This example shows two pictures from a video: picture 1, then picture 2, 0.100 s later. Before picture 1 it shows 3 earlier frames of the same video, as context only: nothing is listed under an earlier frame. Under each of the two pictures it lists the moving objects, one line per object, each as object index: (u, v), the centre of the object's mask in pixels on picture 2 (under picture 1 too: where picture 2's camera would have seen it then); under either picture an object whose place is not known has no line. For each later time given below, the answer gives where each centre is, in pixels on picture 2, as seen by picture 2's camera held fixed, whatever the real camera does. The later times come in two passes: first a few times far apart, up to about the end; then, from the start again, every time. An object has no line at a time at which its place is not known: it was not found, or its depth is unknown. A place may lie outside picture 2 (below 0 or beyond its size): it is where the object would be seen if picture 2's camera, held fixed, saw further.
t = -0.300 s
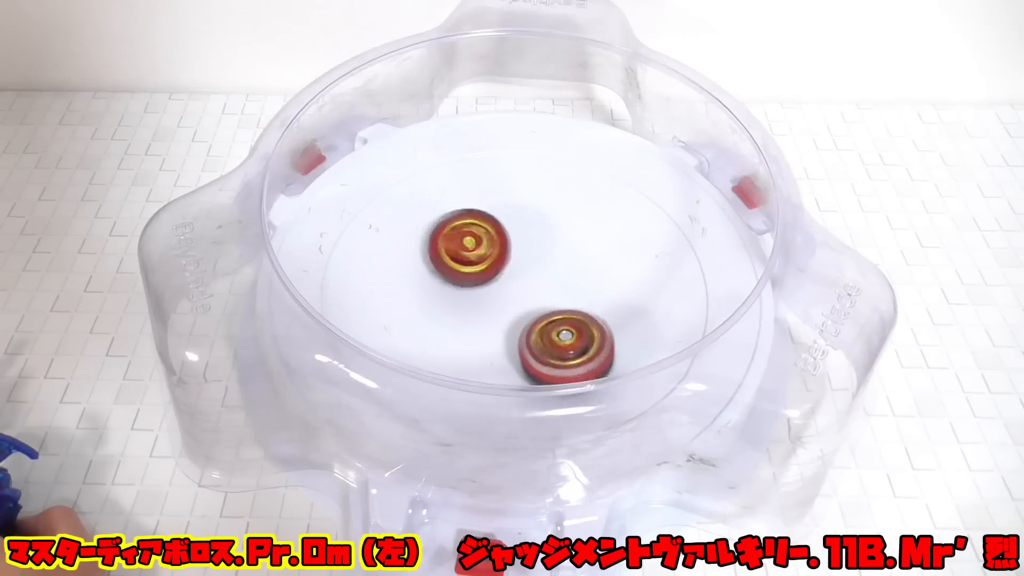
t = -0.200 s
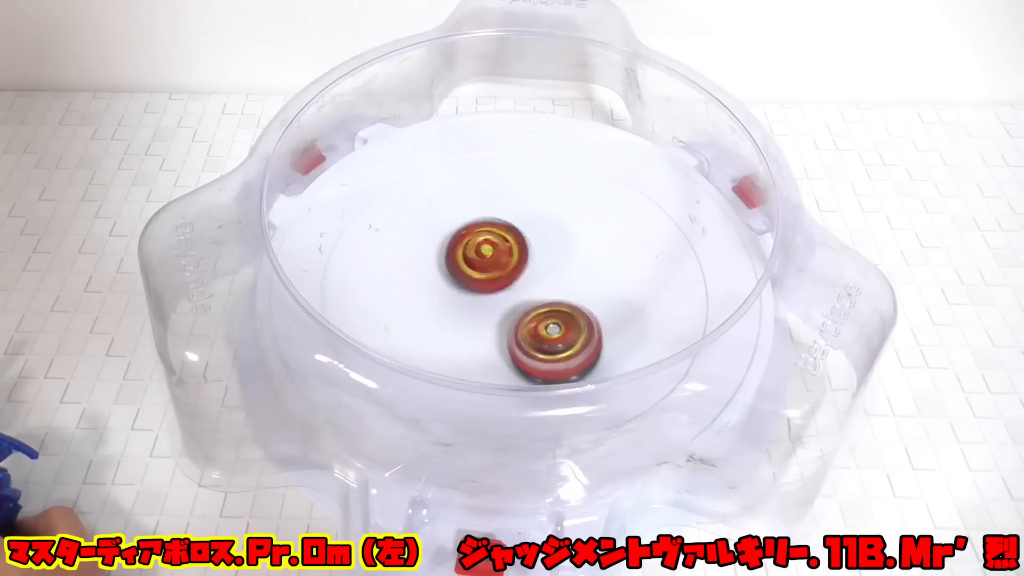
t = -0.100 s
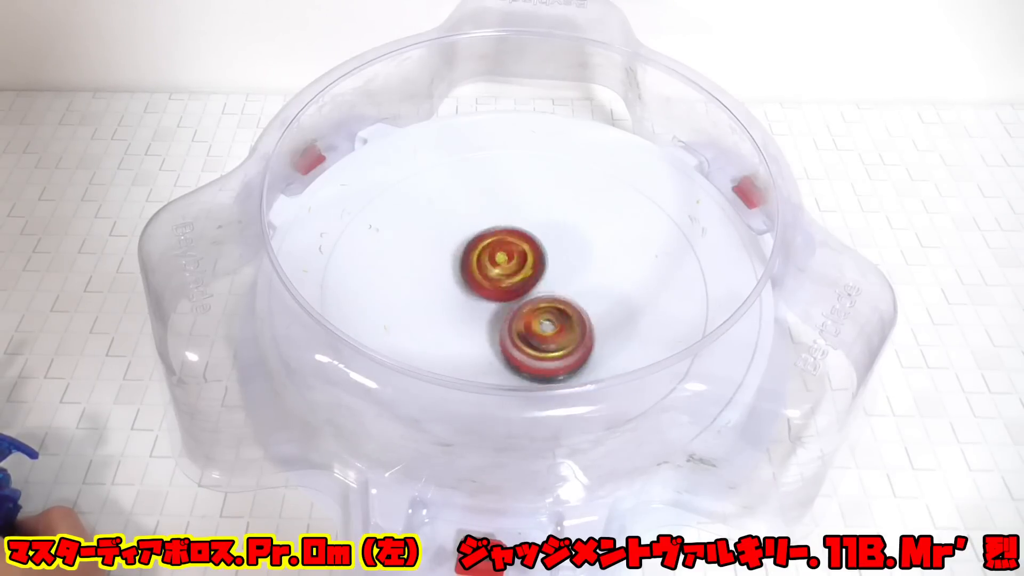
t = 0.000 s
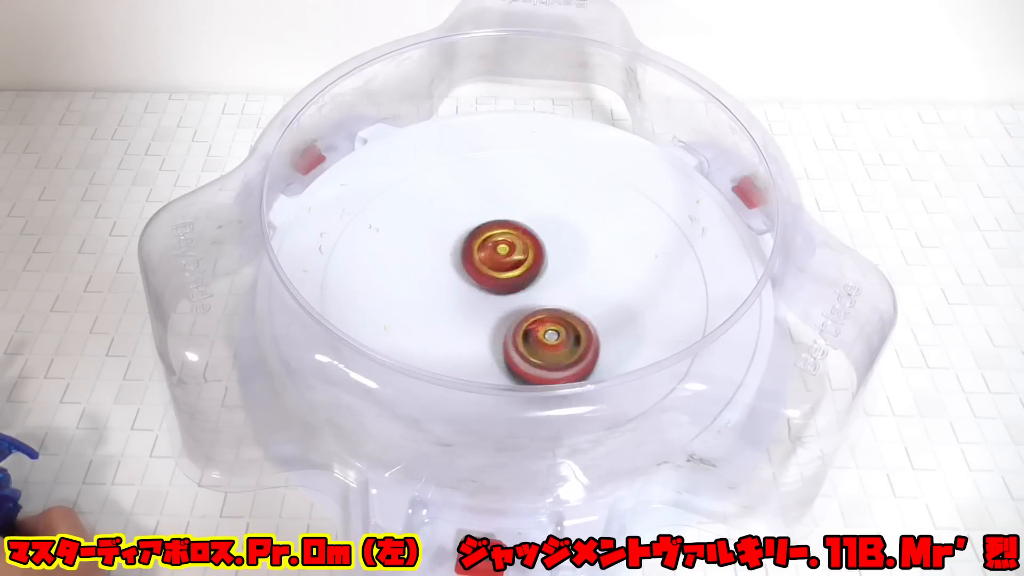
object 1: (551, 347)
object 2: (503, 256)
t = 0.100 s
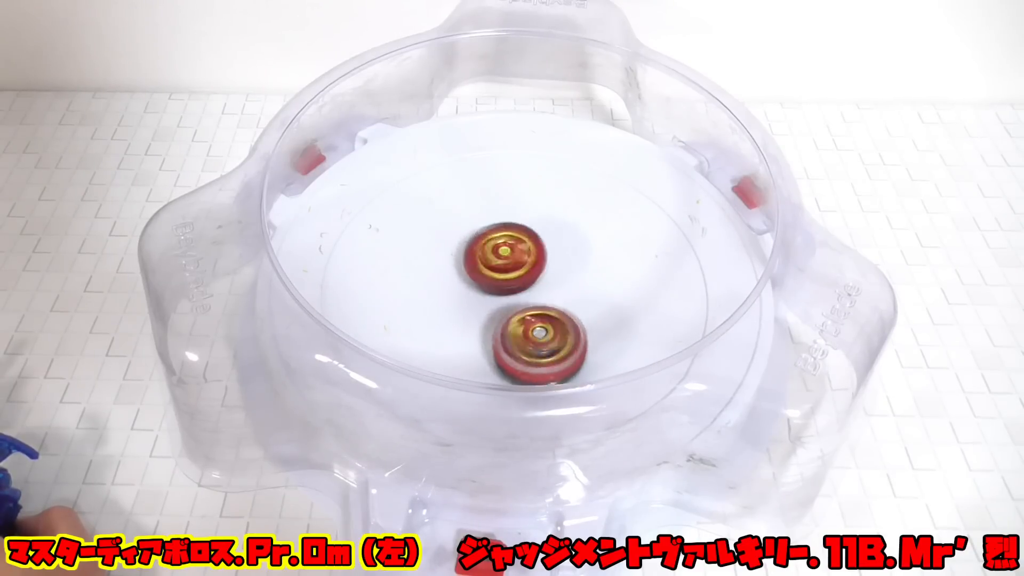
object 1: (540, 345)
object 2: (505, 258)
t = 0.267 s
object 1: (524, 335)
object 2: (502, 262)
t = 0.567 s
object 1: (521, 354)
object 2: (487, 211)
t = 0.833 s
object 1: (523, 340)
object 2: (512, 216)
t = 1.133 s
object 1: (513, 327)
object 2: (516, 249)
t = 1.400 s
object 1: (483, 339)
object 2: (529, 225)
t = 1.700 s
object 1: (479, 329)
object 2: (522, 251)
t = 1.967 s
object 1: (477, 321)
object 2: (503, 235)
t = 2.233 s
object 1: (473, 305)
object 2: (492, 211)
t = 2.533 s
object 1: (465, 314)
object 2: (510, 217)
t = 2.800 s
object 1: (468, 322)
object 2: (505, 240)
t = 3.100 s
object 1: (478, 312)
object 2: (516, 248)
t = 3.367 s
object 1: (477, 312)
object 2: (509, 233)
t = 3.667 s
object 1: (469, 305)
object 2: (530, 248)
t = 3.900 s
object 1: (467, 299)
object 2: (535, 248)
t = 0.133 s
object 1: (537, 344)
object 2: (505, 260)
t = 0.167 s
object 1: (533, 342)
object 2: (504, 261)
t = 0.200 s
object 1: (530, 340)
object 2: (503, 262)
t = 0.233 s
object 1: (526, 337)
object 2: (503, 262)
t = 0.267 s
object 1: (524, 335)
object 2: (502, 262)
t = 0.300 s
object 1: (523, 334)
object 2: (501, 262)
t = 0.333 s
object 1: (524, 343)
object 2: (497, 251)
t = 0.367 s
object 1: (526, 350)
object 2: (494, 239)
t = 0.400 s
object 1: (526, 354)
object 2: (490, 231)
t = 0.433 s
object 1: (524, 355)
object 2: (490, 227)
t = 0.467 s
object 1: (522, 355)
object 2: (488, 223)
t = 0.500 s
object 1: (521, 355)
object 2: (487, 220)
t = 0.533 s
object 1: (521, 355)
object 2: (486, 215)
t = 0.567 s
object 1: (521, 354)
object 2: (487, 211)
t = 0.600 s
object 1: (522, 354)
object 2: (489, 208)
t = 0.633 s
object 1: (522, 353)
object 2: (492, 206)
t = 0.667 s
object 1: (521, 352)
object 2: (495, 205)
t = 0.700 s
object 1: (522, 350)
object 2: (498, 206)
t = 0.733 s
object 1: (522, 349)
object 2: (501, 207)
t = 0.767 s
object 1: (522, 346)
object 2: (505, 208)
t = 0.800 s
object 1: (523, 343)
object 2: (508, 212)
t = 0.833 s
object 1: (523, 340)
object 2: (512, 216)
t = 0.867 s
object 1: (523, 337)
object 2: (516, 222)
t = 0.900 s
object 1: (522, 333)
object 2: (518, 228)
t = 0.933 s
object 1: (521, 330)
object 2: (520, 234)
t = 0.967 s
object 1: (520, 326)
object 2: (520, 240)
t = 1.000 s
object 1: (519, 323)
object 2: (521, 246)
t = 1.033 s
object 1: (518, 323)
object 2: (520, 249)
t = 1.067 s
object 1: (518, 326)
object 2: (520, 247)
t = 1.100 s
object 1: (516, 326)
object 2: (519, 248)
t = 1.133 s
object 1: (513, 327)
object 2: (516, 249)
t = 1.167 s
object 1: (506, 335)
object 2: (520, 243)
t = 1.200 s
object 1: (501, 340)
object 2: (524, 238)
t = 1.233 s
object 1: (497, 340)
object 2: (524, 236)
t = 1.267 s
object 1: (493, 340)
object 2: (523, 232)
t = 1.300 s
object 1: (490, 340)
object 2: (523, 229)
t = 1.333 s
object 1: (488, 340)
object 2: (525, 225)
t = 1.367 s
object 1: (485, 339)
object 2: (528, 225)
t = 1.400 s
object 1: (483, 339)
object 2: (529, 225)
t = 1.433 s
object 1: (482, 339)
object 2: (529, 225)
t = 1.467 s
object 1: (481, 338)
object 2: (532, 225)
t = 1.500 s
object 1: (480, 338)
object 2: (532, 228)
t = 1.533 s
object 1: (479, 337)
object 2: (532, 231)
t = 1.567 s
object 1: (479, 336)
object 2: (532, 235)
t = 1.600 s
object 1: (479, 334)
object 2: (531, 239)
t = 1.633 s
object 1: (479, 333)
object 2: (529, 243)
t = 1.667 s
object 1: (478, 331)
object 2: (526, 248)
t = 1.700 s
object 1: (479, 329)
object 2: (522, 251)
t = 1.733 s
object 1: (479, 326)
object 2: (519, 254)
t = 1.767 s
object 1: (479, 324)
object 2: (515, 256)
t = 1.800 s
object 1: (480, 321)
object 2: (510, 258)
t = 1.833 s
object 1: (480, 319)
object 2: (506, 258)
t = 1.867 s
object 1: (480, 320)
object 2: (505, 255)
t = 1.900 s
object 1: (480, 318)
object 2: (504, 251)
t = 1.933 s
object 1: (477, 321)
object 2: (504, 243)
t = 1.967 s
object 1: (477, 321)
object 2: (503, 235)
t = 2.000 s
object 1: (477, 319)
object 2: (500, 226)
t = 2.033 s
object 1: (476, 317)
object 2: (496, 219)
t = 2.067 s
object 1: (476, 315)
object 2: (494, 213)
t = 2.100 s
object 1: (475, 313)
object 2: (492, 210)
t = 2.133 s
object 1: (475, 311)
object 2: (493, 208)
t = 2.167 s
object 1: (474, 309)
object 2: (494, 207)
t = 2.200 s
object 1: (474, 307)
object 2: (494, 207)
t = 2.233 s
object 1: (473, 305)
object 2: (492, 211)
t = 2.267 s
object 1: (473, 303)
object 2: (491, 214)
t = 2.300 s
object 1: (472, 301)
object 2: (489, 216)
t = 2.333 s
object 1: (471, 298)
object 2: (490, 218)
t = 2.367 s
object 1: (470, 296)
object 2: (493, 219)
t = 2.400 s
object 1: (470, 294)
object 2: (495, 222)
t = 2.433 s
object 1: (469, 292)
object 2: (499, 226)
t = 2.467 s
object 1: (466, 303)
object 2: (502, 222)
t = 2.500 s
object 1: (465, 310)
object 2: (506, 219)
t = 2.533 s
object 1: (465, 314)
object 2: (510, 217)
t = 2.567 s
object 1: (467, 316)
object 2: (512, 219)
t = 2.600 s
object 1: (468, 317)
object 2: (514, 222)
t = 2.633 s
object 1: (469, 315)
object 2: (513, 227)
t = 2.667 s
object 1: (467, 313)
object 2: (508, 234)
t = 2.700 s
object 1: (467, 312)
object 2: (503, 240)
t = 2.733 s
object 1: (468, 310)
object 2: (502, 244)
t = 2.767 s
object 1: (468, 315)
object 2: (503, 244)
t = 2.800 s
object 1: (468, 322)
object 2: (505, 240)
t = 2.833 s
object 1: (471, 324)
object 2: (508, 238)
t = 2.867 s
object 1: (472, 322)
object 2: (510, 237)
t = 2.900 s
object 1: (474, 321)
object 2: (514, 236)
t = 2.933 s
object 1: (475, 319)
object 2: (517, 237)
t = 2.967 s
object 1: (476, 318)
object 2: (520, 240)
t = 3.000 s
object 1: (476, 317)
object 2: (521, 243)
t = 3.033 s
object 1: (477, 315)
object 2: (520, 247)
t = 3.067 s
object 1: (479, 313)
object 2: (518, 248)
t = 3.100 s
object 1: (478, 312)
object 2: (516, 248)
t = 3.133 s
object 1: (478, 311)
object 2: (514, 246)
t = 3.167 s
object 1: (480, 310)
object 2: (512, 244)
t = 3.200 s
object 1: (480, 310)
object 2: (511, 243)
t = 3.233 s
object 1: (477, 316)
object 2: (511, 237)
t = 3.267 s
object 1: (477, 316)
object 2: (510, 234)
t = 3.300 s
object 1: (478, 316)
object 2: (509, 232)
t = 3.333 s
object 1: (477, 314)
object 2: (510, 232)
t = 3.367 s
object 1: (477, 312)
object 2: (509, 233)
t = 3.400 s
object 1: (474, 311)
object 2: (509, 234)
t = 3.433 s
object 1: (474, 311)
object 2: (509, 237)
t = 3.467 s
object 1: (474, 310)
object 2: (510, 240)
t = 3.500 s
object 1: (473, 309)
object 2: (513, 242)
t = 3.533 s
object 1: (473, 308)
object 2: (518, 244)
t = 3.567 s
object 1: (472, 307)
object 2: (521, 246)
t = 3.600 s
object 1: (471, 306)
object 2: (525, 248)
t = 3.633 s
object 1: (470, 305)
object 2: (528, 248)
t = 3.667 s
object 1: (469, 305)
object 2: (530, 248)
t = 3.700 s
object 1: (470, 304)
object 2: (532, 248)
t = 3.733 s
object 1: (469, 303)
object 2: (534, 248)
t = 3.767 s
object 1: (468, 302)
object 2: (537, 248)
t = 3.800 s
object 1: (468, 301)
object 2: (539, 247)
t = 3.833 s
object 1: (467, 300)
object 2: (539, 247)
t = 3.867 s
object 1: (466, 299)
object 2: (538, 248)
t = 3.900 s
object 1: (467, 299)
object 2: (535, 248)
